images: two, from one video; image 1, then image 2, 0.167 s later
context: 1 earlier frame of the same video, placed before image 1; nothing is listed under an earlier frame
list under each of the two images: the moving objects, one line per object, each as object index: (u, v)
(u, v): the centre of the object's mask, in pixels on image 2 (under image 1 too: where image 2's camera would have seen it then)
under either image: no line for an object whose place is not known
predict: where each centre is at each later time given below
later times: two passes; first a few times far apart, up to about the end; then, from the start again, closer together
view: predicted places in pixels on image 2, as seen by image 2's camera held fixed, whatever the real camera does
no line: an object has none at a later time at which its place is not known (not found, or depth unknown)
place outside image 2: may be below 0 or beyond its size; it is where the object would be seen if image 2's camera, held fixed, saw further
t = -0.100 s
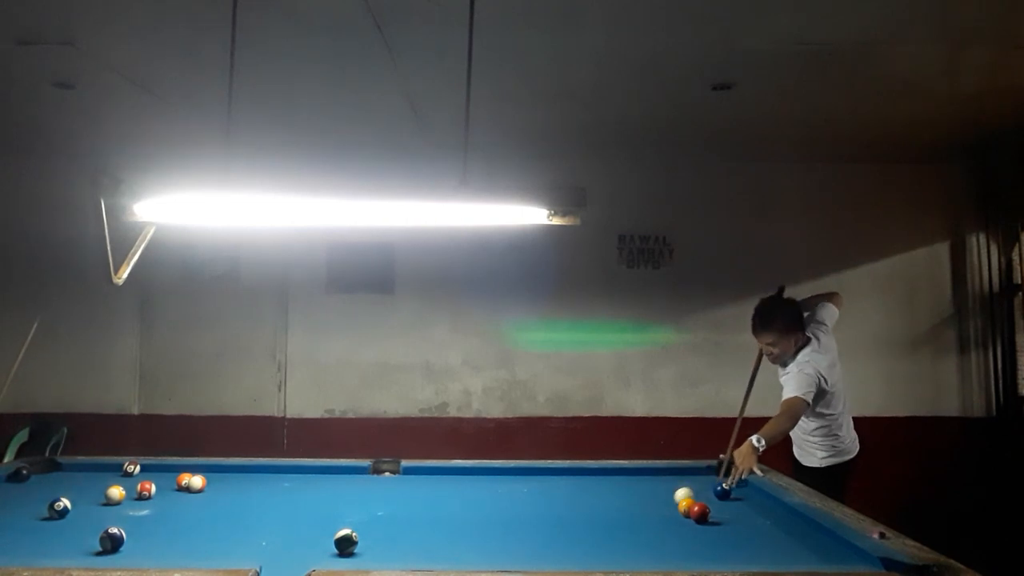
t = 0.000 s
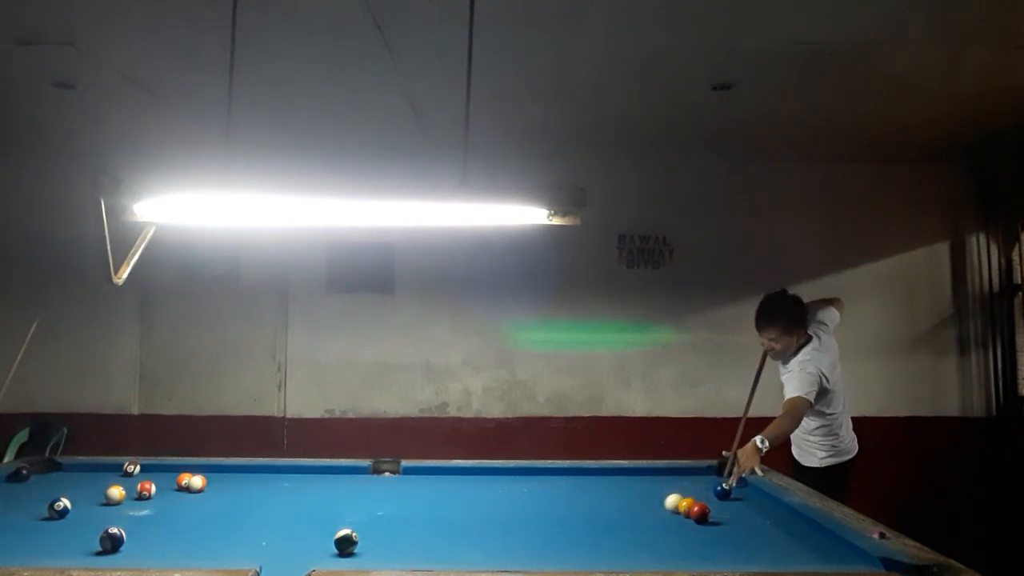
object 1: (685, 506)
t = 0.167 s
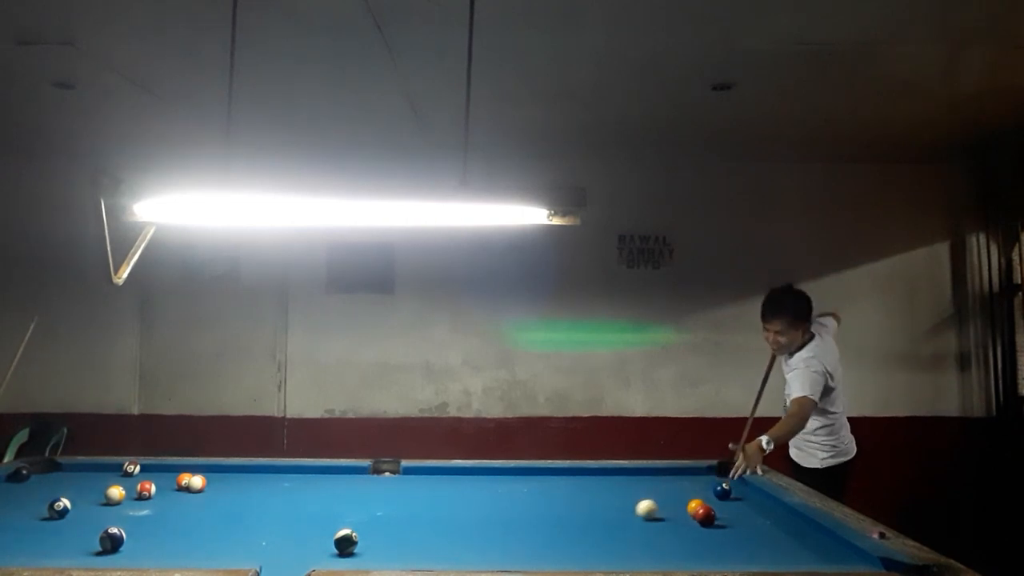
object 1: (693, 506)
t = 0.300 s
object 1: (699, 507)
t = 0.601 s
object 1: (708, 509)
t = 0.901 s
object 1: (713, 510)
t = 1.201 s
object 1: (713, 510)
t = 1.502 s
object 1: (714, 510)
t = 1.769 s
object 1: (714, 510)
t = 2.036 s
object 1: (713, 510)
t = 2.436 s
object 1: (713, 510)
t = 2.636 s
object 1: (713, 510)
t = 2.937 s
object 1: (713, 510)
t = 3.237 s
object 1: (713, 510)
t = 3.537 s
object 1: (713, 510)
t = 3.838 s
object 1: (713, 510)
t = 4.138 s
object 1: (713, 510)
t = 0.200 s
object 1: (695, 506)
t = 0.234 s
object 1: (696, 506)
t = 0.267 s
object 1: (698, 506)
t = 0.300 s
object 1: (699, 507)
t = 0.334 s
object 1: (700, 507)
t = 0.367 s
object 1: (701, 507)
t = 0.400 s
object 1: (702, 507)
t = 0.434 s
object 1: (703, 508)
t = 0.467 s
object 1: (704, 508)
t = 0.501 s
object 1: (705, 508)
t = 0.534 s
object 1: (706, 508)
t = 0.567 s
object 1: (707, 508)
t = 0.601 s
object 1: (708, 509)
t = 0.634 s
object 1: (709, 509)
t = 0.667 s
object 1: (710, 509)
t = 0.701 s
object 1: (710, 509)
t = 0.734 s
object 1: (711, 510)
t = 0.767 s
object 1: (712, 510)
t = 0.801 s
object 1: (712, 510)
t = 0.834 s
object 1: (713, 510)
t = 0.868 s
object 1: (713, 510)
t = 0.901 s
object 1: (713, 510)
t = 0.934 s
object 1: (714, 511)
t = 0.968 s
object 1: (714, 510)
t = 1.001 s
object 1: (714, 511)
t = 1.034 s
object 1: (714, 511)
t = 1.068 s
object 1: (714, 510)
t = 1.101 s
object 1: (714, 510)
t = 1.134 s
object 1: (714, 510)
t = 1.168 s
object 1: (714, 510)
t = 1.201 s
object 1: (713, 510)
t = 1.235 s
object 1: (714, 510)
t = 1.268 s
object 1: (713, 510)
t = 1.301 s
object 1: (714, 510)
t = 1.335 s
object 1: (714, 510)
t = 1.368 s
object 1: (714, 510)
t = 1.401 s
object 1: (714, 510)
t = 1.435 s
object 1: (714, 510)
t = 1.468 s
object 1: (714, 510)
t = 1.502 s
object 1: (714, 510)
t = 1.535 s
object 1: (714, 510)
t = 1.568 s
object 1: (714, 510)
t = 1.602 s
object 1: (714, 510)
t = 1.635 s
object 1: (714, 510)
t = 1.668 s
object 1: (714, 510)
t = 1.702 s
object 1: (714, 510)
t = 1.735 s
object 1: (714, 510)
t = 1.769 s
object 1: (714, 510)
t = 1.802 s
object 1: (714, 510)
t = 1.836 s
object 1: (714, 510)
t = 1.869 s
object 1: (714, 510)
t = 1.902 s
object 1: (713, 510)
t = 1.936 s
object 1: (714, 510)
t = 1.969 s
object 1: (714, 510)
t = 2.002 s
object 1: (713, 510)
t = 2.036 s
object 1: (713, 510)
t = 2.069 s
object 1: (713, 510)
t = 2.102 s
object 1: (713, 510)
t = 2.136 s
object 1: (714, 510)
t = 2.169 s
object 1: (713, 510)
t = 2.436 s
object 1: (713, 510)
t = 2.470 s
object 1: (713, 510)
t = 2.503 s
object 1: (713, 510)
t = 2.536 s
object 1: (713, 510)
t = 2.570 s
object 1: (713, 510)
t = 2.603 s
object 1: (713, 510)
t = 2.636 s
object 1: (713, 510)
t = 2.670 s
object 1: (713, 510)
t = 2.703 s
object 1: (713, 510)
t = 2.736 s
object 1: (713, 510)
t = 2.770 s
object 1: (713, 510)
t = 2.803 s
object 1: (713, 510)
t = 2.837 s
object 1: (713, 510)
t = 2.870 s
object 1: (713, 510)
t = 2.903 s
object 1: (713, 510)
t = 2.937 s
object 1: (713, 510)
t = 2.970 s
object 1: (713, 510)
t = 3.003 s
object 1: (713, 510)
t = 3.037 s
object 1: (714, 510)
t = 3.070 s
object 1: (713, 510)
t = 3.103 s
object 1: (713, 510)
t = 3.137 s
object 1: (713, 510)
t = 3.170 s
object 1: (713, 510)
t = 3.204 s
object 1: (713, 510)
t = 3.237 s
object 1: (713, 510)
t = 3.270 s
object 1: (713, 510)
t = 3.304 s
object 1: (713, 510)
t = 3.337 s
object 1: (713, 510)
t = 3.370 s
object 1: (713, 510)
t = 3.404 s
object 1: (713, 510)
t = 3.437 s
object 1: (713, 510)
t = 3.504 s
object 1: (713, 510)
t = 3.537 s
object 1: (713, 510)
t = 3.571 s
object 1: (713, 510)
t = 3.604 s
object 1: (713, 510)
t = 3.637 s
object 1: (713, 510)
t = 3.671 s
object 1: (713, 510)
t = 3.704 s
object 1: (713, 510)
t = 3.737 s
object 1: (713, 510)
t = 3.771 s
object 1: (713, 510)
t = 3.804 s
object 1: (713, 510)
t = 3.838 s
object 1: (713, 510)
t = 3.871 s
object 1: (713, 510)
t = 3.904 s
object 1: (713, 510)
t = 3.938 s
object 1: (713, 510)
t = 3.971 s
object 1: (713, 510)
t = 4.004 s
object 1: (713, 510)
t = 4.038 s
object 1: (713, 510)
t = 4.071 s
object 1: (713, 510)
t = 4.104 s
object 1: (713, 510)
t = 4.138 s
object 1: (713, 510)
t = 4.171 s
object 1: (714, 510)
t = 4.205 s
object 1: (713, 510)
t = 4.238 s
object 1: (712, 509)
